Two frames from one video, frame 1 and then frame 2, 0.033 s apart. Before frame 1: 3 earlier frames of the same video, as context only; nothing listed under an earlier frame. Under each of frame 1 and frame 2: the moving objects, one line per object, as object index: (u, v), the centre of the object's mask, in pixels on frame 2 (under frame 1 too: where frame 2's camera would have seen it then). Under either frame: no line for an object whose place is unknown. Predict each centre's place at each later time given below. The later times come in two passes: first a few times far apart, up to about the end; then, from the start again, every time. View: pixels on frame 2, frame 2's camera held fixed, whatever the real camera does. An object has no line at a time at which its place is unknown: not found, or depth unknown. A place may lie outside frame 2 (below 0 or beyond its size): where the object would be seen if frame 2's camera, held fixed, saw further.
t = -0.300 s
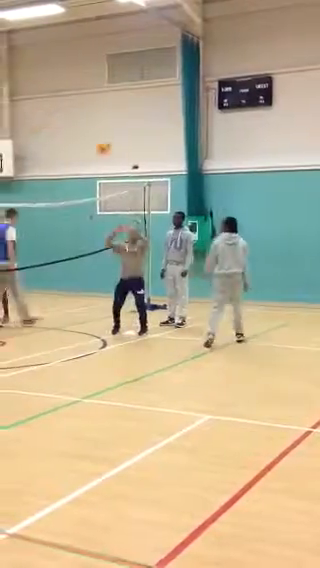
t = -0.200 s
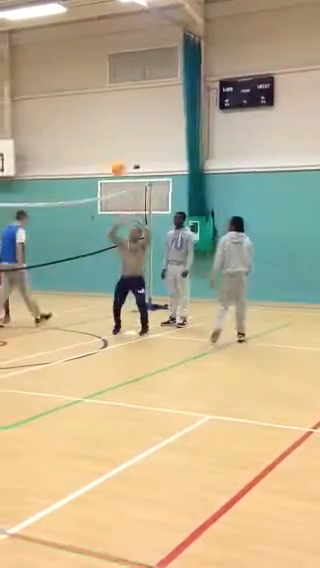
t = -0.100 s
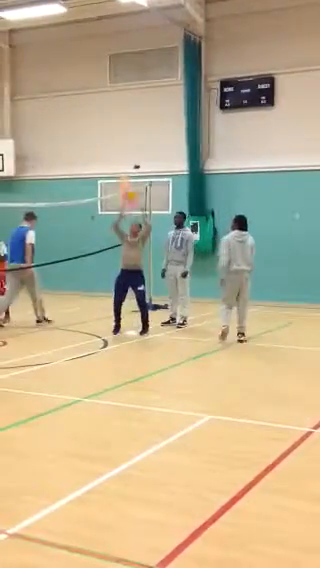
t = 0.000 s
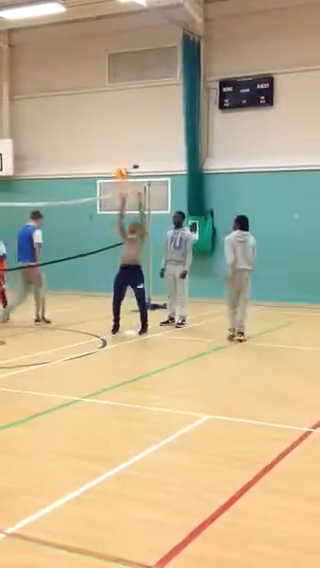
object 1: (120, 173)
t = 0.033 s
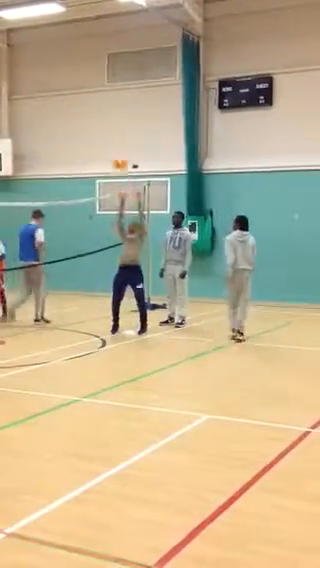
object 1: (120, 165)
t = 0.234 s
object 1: (102, 125)
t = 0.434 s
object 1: (80, 116)
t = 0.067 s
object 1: (117, 156)
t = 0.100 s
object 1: (114, 149)
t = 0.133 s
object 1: (110, 142)
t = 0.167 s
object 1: (108, 136)
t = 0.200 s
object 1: (104, 131)
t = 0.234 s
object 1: (102, 125)
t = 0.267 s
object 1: (98, 121)
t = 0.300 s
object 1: (94, 120)
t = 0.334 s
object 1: (91, 117)
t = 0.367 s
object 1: (88, 115)
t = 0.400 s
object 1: (84, 115)
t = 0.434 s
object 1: (80, 116)
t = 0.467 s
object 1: (76, 117)
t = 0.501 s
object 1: (74, 119)
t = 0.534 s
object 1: (70, 122)
